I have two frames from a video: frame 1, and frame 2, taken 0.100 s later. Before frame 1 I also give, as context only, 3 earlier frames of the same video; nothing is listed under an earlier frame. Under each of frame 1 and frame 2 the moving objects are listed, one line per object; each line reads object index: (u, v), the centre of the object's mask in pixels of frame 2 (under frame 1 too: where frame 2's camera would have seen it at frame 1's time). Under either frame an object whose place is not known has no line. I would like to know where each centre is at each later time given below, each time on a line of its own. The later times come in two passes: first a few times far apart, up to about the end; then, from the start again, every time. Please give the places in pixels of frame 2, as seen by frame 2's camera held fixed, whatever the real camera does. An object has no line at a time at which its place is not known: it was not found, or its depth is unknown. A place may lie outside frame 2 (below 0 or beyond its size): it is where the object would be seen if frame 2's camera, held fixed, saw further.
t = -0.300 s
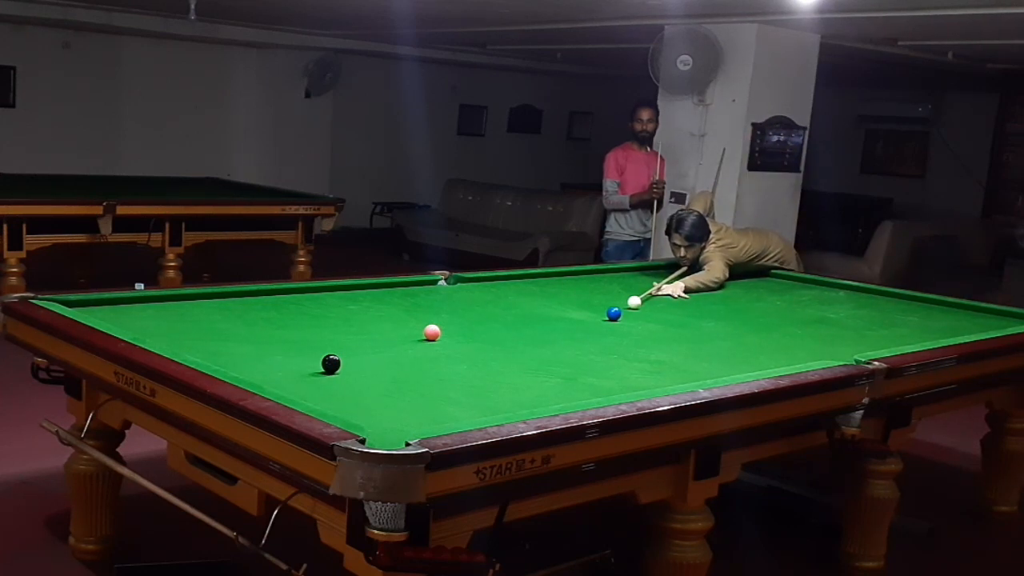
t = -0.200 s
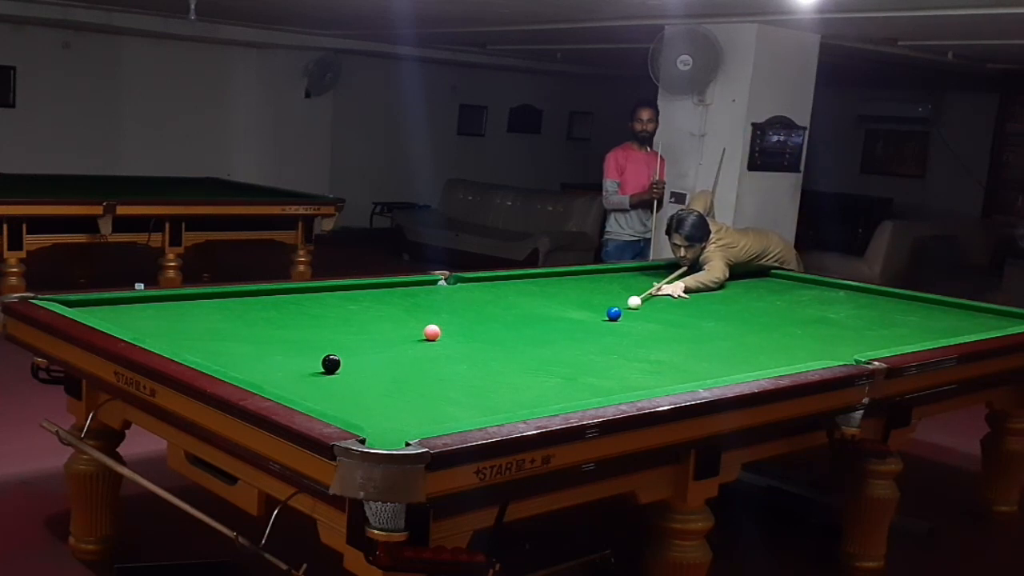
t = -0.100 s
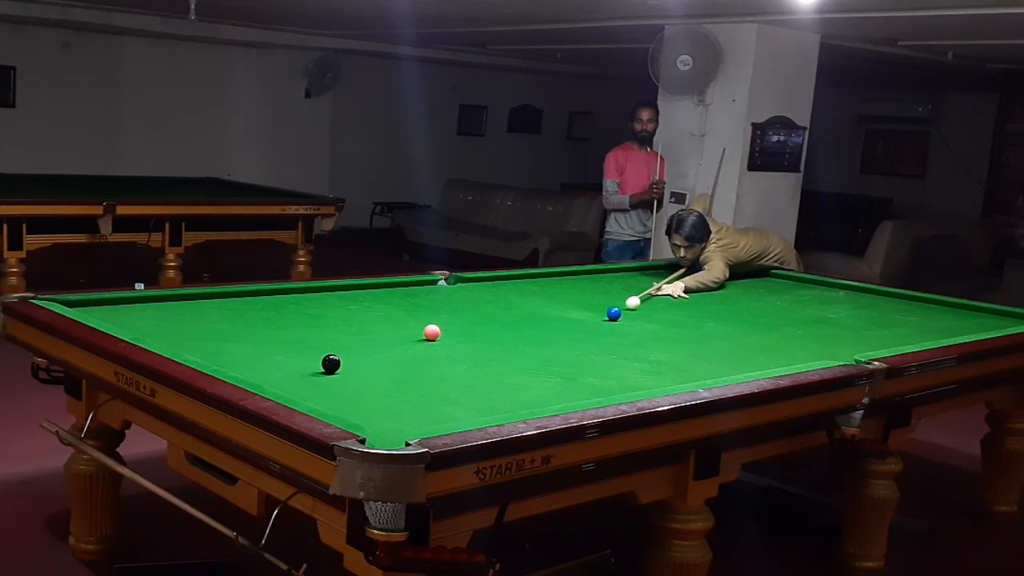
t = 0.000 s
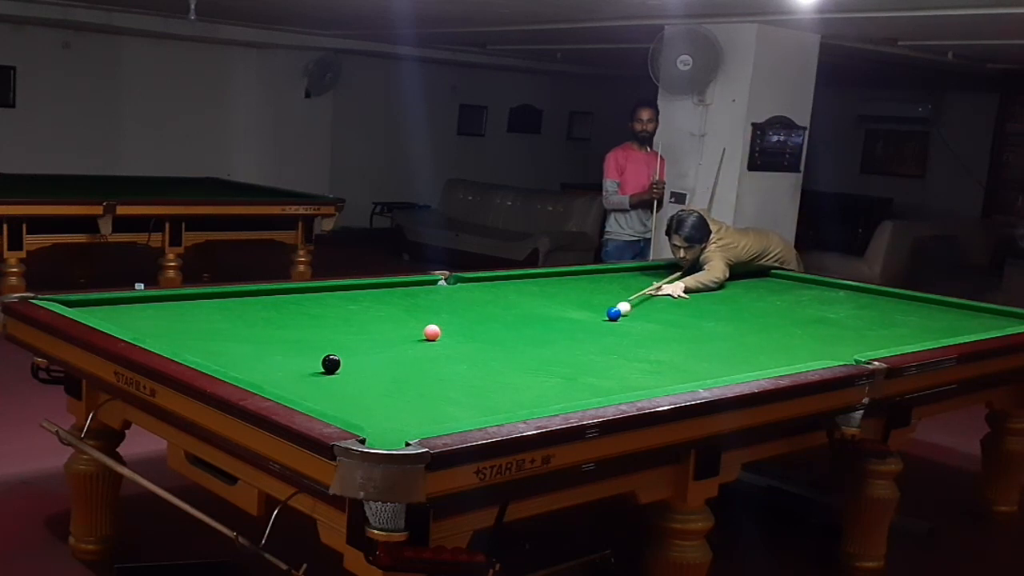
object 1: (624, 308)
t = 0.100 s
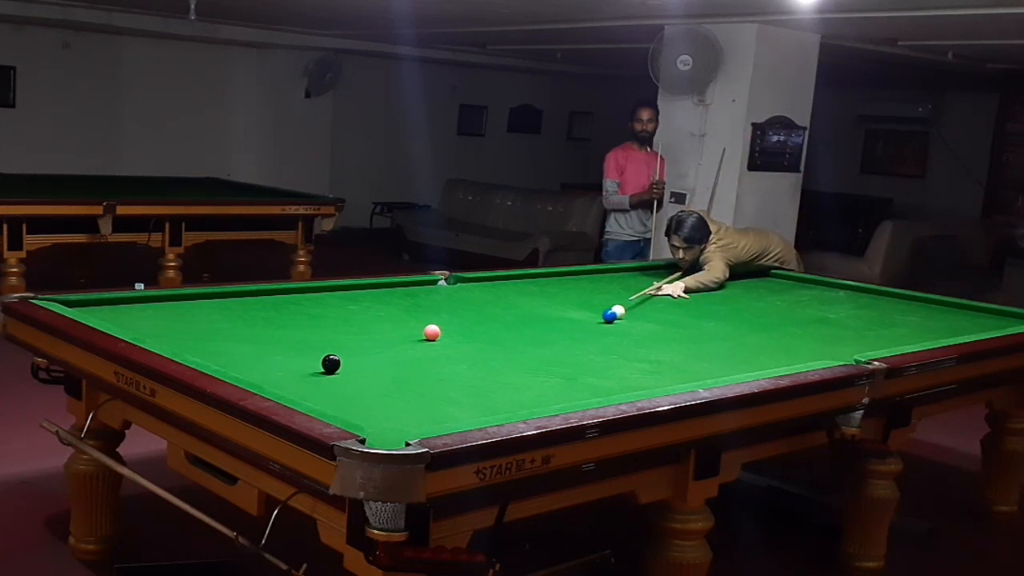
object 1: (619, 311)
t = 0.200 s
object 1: (616, 313)
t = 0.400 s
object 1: (612, 316)
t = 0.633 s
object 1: (606, 319)
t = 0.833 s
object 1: (602, 322)
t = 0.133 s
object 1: (618, 312)
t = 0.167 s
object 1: (617, 312)
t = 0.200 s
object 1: (616, 313)
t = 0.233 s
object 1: (615, 313)
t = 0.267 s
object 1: (615, 314)
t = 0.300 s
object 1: (614, 314)
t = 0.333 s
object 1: (613, 315)
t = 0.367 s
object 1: (612, 315)
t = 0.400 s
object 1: (612, 316)
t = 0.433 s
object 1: (611, 316)
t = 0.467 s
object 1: (610, 317)
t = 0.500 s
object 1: (609, 317)
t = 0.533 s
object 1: (609, 318)
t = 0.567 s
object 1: (608, 318)
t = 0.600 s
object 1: (607, 319)
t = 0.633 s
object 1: (606, 319)
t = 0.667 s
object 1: (606, 319)
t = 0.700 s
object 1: (605, 320)
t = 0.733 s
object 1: (604, 320)
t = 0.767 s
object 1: (603, 321)
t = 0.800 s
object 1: (602, 321)
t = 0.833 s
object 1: (602, 322)
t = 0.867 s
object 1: (601, 322)
